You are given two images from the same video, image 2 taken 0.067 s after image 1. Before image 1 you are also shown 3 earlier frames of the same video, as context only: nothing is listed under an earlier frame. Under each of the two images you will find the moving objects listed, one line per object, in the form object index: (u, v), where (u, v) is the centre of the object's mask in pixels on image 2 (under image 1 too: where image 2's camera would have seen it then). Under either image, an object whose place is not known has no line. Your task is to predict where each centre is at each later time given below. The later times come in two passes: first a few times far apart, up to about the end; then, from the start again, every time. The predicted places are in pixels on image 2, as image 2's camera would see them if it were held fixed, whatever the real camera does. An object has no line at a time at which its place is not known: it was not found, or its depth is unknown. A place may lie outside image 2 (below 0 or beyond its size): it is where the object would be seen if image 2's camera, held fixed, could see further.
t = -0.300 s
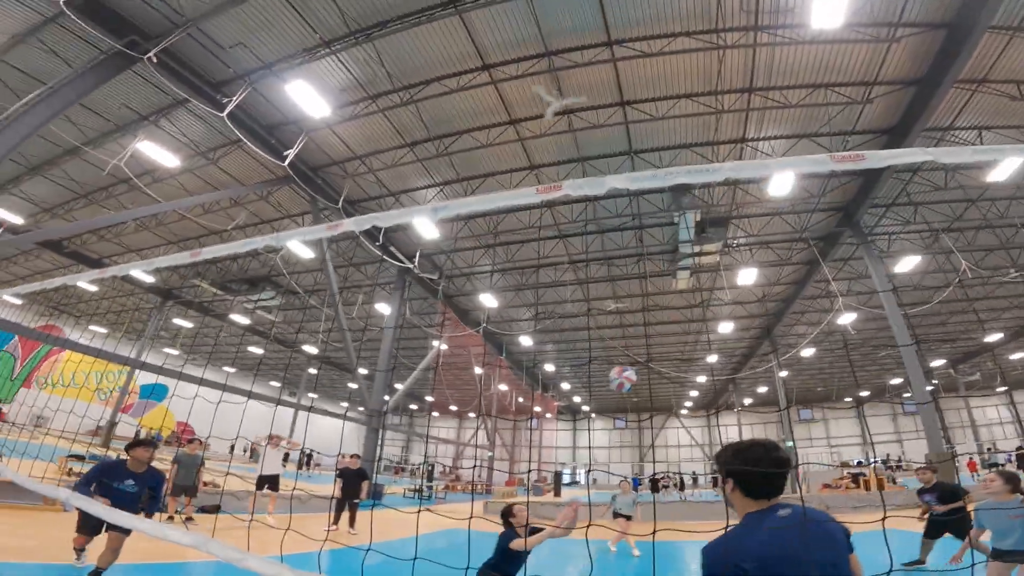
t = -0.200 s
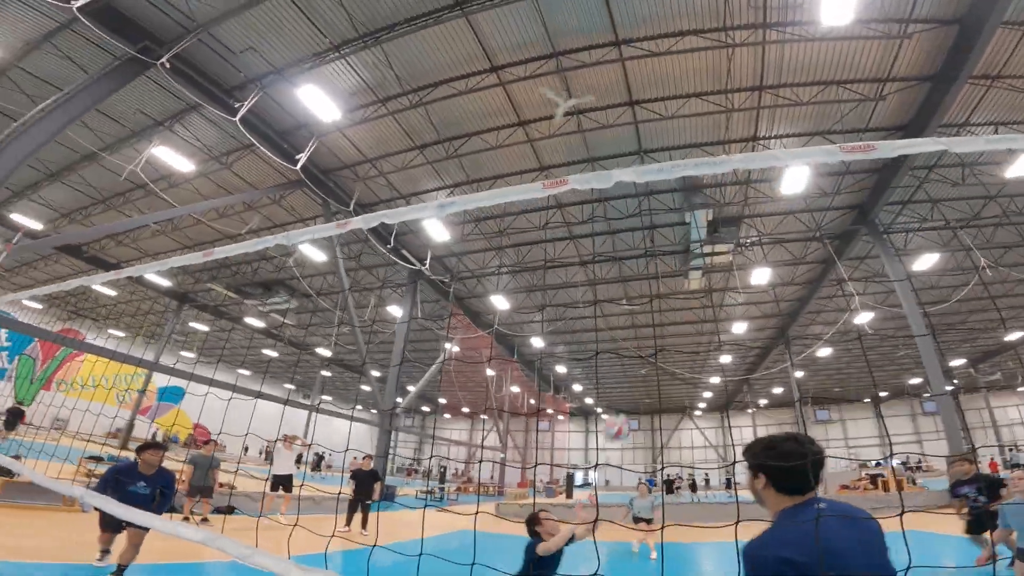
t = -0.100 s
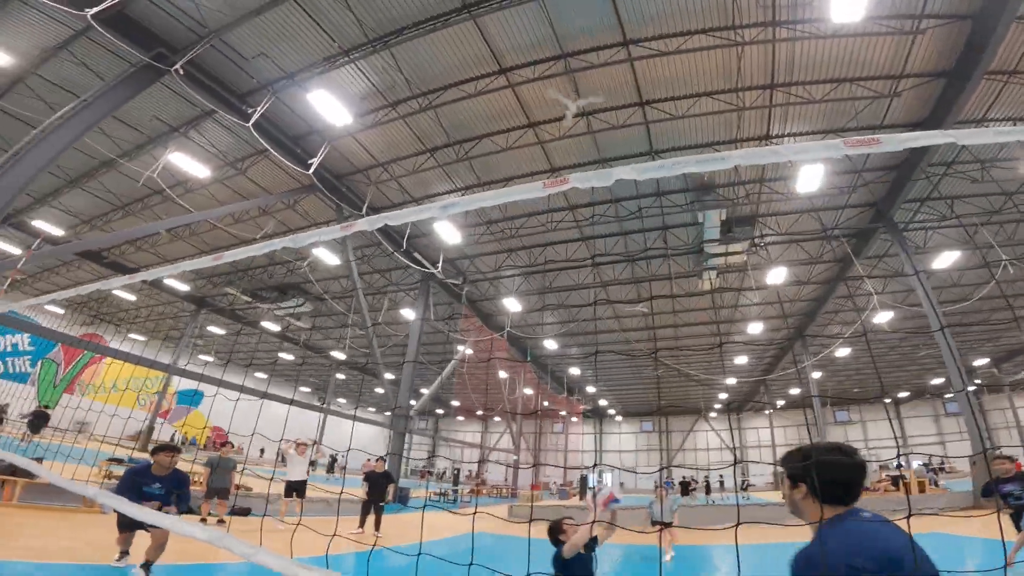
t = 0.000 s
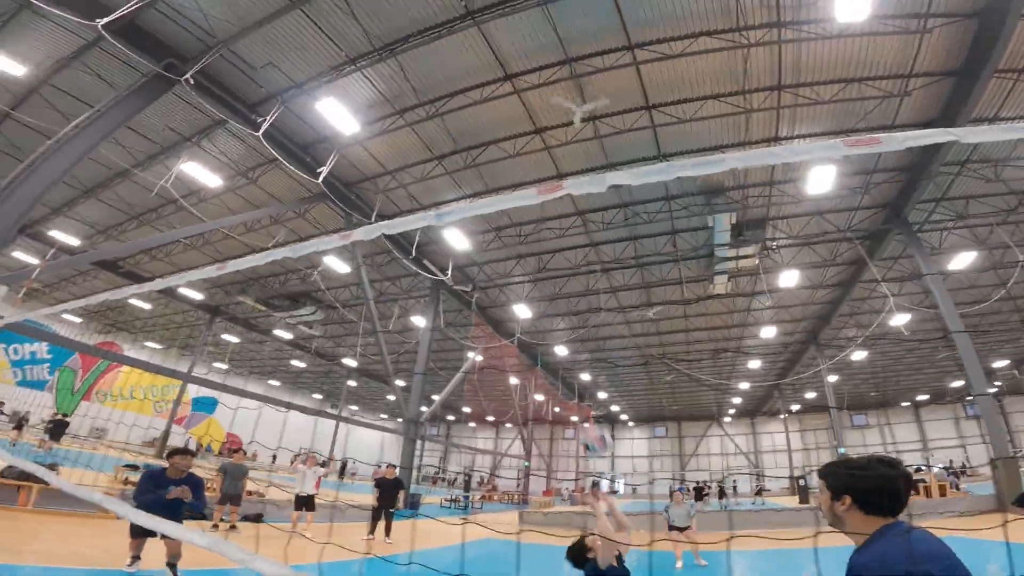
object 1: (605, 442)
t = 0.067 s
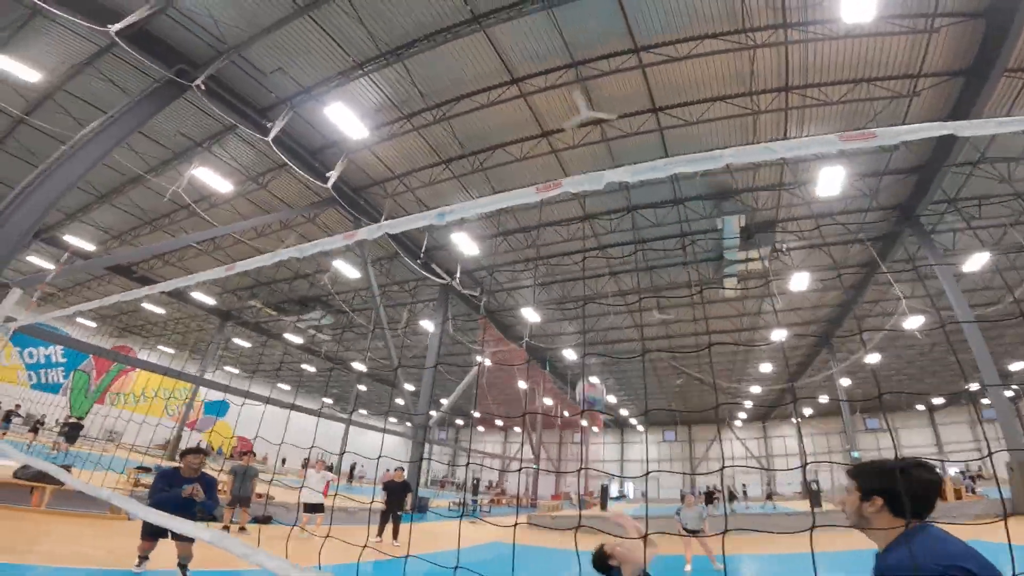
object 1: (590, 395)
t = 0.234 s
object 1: (567, 289)
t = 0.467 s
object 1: (573, 208)
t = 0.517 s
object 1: (581, 198)
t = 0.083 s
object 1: (588, 384)
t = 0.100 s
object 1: (585, 369)
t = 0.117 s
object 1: (582, 359)
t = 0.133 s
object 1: (580, 345)
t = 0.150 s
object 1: (576, 335)
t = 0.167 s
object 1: (574, 325)
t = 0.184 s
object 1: (572, 316)
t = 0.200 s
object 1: (570, 306)
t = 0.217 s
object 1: (569, 296)
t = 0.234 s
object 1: (567, 289)
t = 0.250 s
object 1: (567, 280)
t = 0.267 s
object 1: (567, 271)
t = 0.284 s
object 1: (565, 264)
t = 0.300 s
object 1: (565, 256)
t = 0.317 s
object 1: (566, 249)
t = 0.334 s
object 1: (566, 242)
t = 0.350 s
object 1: (567, 236)
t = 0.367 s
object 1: (566, 230)
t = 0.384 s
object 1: (568, 225)
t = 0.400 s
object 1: (568, 221)
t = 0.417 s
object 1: (568, 218)
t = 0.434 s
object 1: (569, 216)
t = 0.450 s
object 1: (571, 211)
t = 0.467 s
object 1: (573, 208)
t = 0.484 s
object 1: (577, 204)
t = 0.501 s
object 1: (579, 201)
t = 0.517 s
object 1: (581, 198)
